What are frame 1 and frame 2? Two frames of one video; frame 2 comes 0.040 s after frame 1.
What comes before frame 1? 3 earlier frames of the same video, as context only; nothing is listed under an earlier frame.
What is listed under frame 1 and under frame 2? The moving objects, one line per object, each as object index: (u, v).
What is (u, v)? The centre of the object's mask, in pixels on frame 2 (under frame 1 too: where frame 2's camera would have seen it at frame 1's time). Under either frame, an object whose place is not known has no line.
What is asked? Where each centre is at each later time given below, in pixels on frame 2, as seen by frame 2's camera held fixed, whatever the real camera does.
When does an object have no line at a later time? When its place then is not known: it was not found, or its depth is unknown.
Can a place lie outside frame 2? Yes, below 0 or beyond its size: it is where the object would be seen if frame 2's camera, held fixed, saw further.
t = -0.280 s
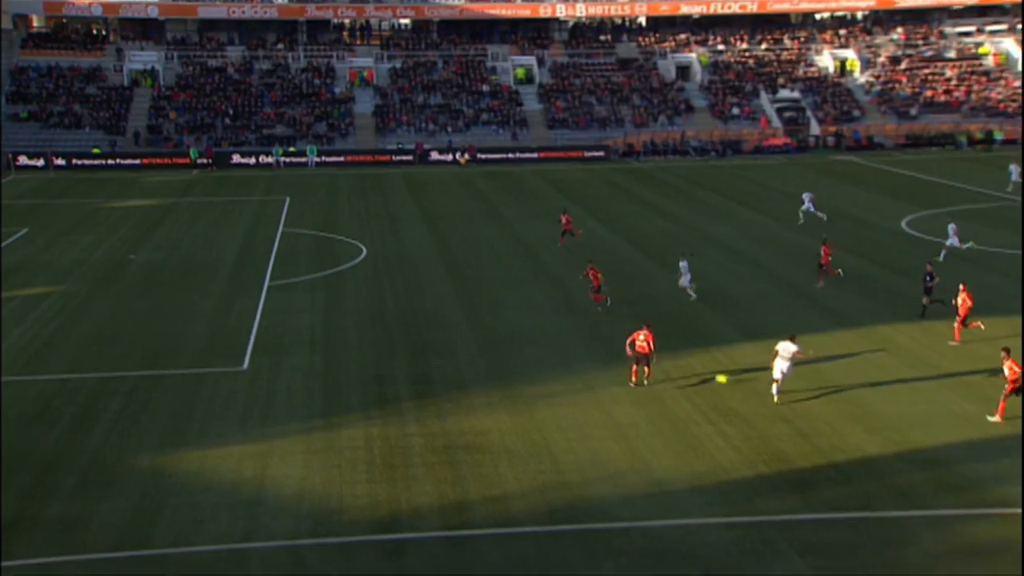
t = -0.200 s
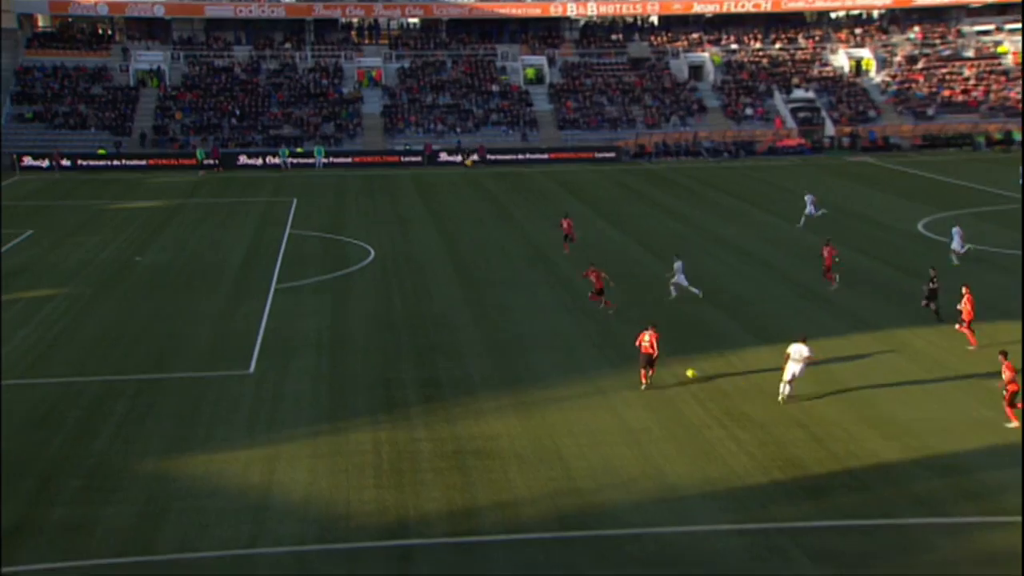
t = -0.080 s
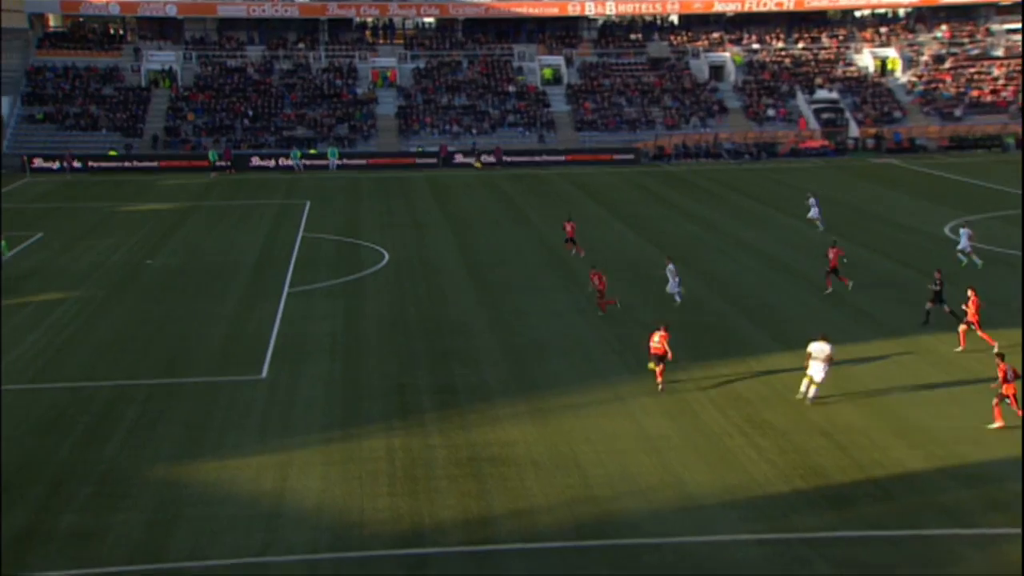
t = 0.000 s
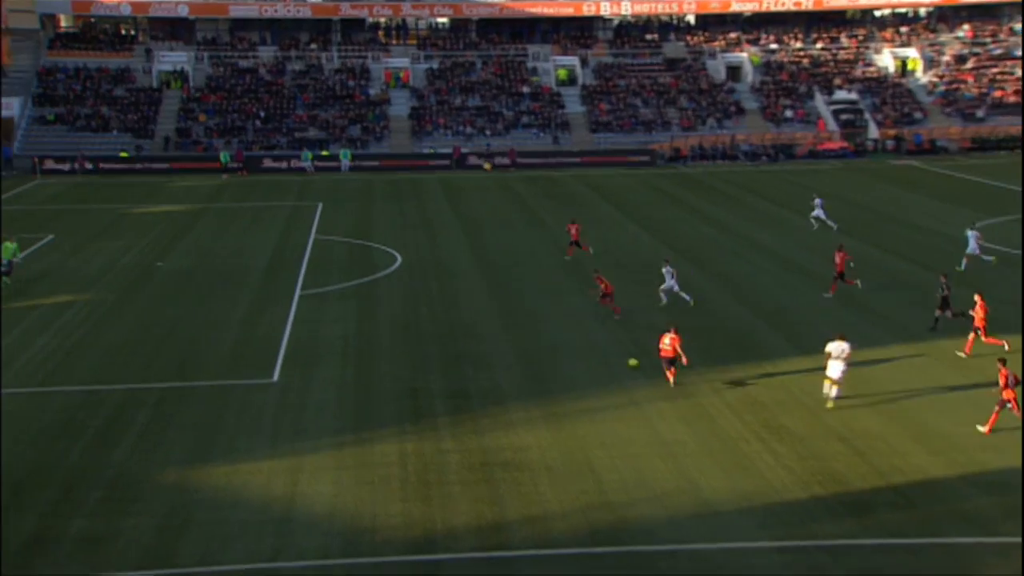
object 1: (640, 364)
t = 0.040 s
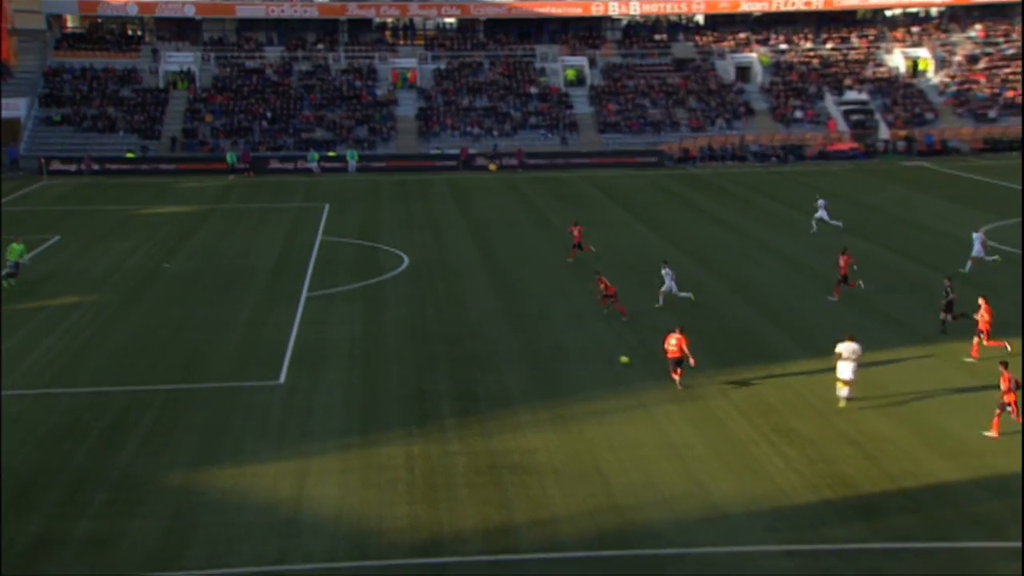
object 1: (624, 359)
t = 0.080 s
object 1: (607, 355)
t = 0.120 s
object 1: (591, 352)
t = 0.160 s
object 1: (576, 350)
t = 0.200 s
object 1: (561, 348)
